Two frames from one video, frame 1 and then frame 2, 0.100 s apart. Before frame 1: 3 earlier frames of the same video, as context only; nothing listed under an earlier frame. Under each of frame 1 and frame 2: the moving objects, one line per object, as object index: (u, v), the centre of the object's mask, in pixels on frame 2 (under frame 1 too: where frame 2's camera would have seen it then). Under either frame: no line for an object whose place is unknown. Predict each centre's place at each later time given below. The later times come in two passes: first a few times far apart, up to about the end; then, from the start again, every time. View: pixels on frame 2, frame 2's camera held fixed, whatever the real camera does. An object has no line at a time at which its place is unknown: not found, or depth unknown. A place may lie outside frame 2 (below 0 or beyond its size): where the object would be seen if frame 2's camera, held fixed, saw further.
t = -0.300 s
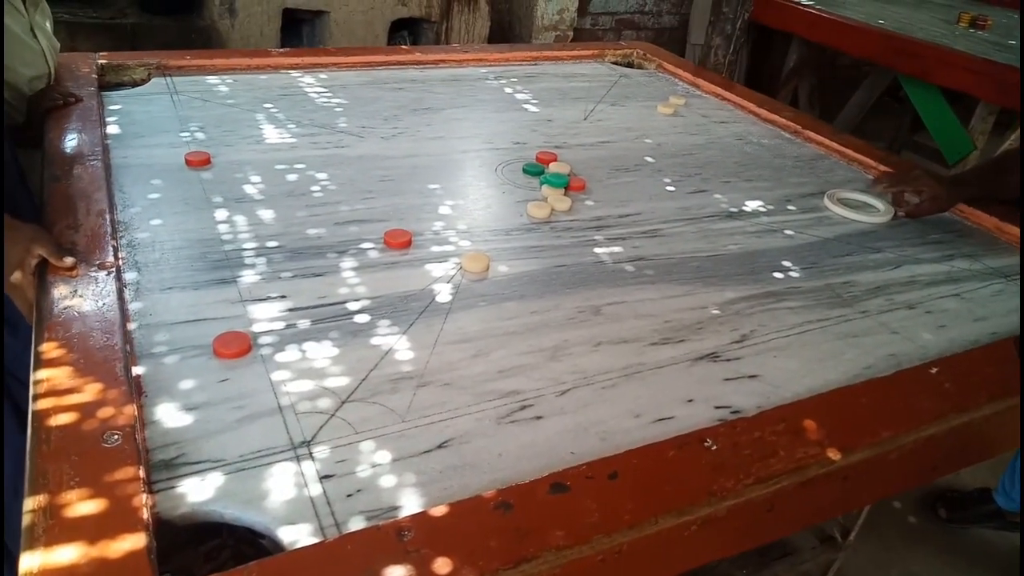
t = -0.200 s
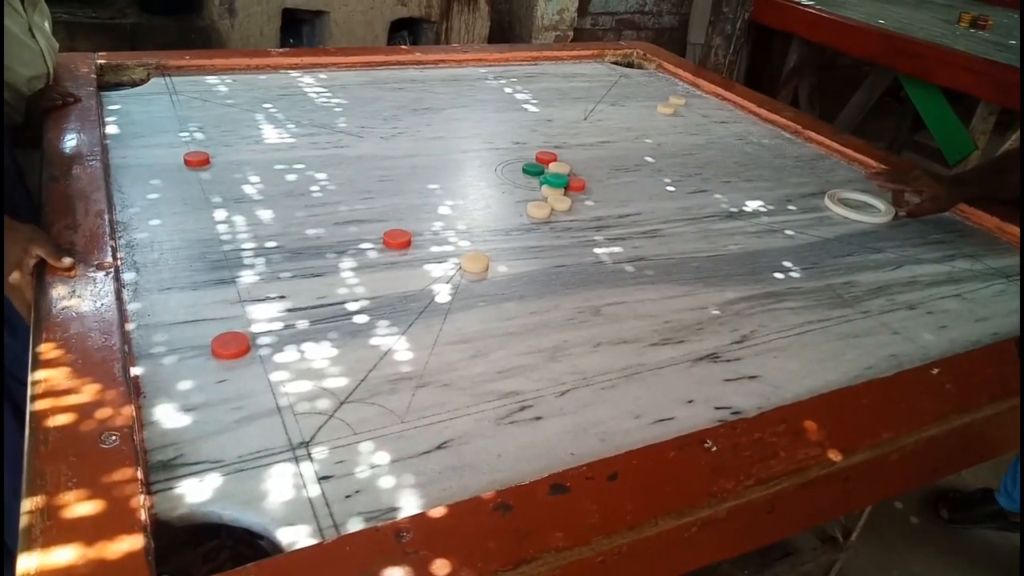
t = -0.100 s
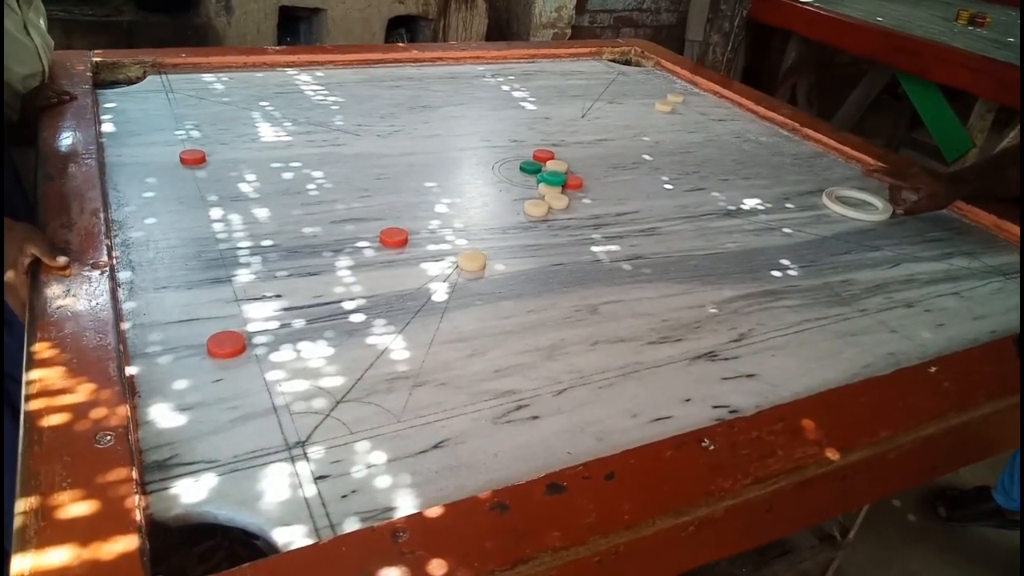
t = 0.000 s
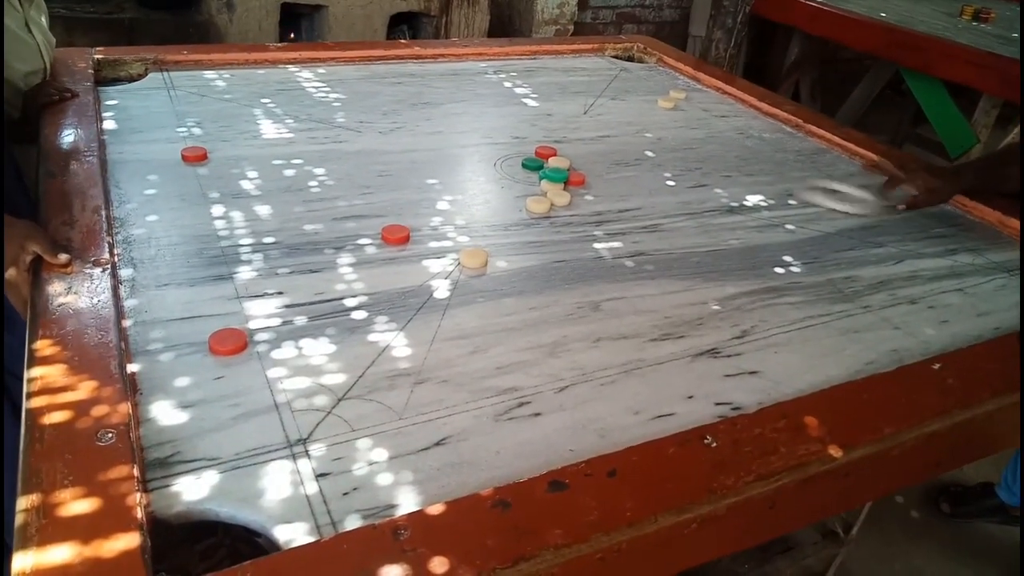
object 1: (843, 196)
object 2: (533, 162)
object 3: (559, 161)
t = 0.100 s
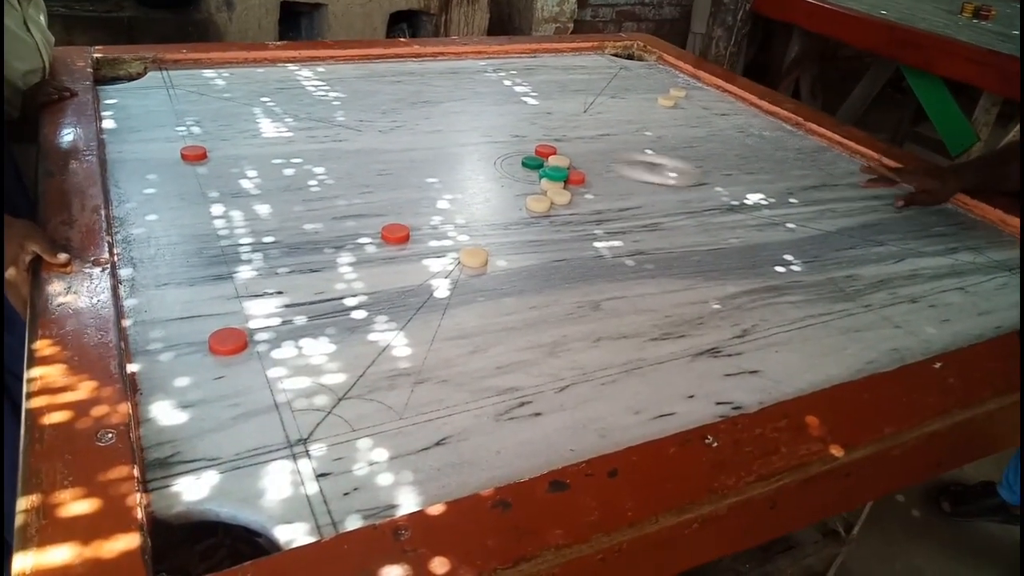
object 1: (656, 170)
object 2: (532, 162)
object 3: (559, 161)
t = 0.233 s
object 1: (524, 144)
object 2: (360, 164)
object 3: (397, 155)
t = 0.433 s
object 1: (400, 112)
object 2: (148, 180)
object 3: (205, 137)
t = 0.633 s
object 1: (296, 85)
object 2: (253, 213)
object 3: (190, 119)
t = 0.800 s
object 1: (234, 73)
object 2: (335, 238)
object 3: (181, 108)
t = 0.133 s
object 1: (598, 160)
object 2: (531, 162)
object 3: (557, 161)
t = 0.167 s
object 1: (568, 154)
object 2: (481, 159)
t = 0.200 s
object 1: (545, 150)
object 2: (421, 162)
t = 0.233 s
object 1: (524, 144)
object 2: (360, 164)
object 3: (397, 155)
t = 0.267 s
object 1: (504, 140)
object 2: (298, 164)
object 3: (343, 155)
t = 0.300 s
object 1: (478, 134)
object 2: (233, 165)
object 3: (288, 154)
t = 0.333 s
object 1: (457, 128)
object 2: (168, 166)
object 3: (231, 151)
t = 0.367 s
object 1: (438, 123)
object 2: (124, 166)
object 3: (215, 144)
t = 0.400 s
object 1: (417, 117)
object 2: (129, 171)
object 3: (211, 141)
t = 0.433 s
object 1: (400, 112)
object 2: (148, 180)
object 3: (205, 137)
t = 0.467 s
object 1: (381, 107)
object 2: (168, 185)
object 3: (201, 132)
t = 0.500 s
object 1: (363, 103)
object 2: (185, 190)
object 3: (199, 127)
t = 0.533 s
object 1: (346, 98)
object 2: (202, 196)
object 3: (196, 126)
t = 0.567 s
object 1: (329, 94)
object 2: (220, 202)
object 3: (194, 124)
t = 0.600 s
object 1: (313, 90)
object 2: (237, 207)
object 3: (191, 121)
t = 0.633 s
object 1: (296, 85)
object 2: (253, 213)
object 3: (190, 119)
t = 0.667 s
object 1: (278, 81)
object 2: (271, 218)
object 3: (188, 116)
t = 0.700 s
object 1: (266, 78)
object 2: (286, 222)
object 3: (186, 114)
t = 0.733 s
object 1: (252, 74)
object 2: (302, 228)
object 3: (184, 112)
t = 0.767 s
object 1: (238, 70)
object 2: (319, 233)
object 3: (183, 110)
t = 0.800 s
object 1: (234, 73)
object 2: (335, 238)
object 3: (181, 108)
